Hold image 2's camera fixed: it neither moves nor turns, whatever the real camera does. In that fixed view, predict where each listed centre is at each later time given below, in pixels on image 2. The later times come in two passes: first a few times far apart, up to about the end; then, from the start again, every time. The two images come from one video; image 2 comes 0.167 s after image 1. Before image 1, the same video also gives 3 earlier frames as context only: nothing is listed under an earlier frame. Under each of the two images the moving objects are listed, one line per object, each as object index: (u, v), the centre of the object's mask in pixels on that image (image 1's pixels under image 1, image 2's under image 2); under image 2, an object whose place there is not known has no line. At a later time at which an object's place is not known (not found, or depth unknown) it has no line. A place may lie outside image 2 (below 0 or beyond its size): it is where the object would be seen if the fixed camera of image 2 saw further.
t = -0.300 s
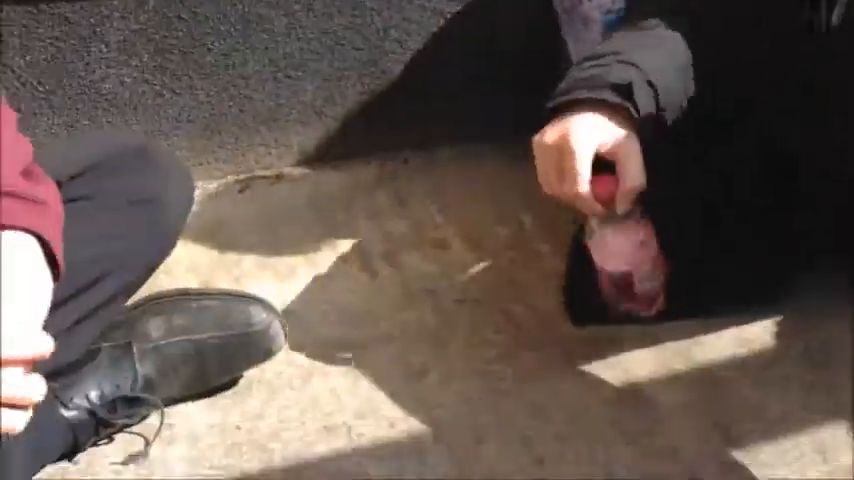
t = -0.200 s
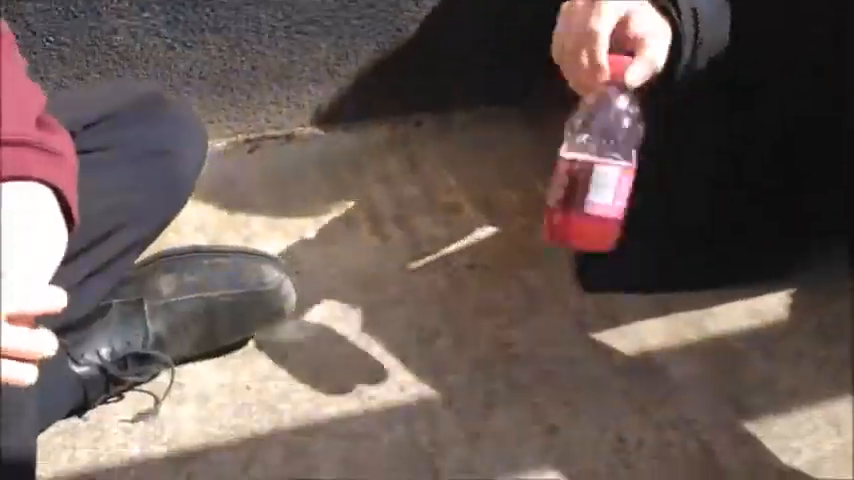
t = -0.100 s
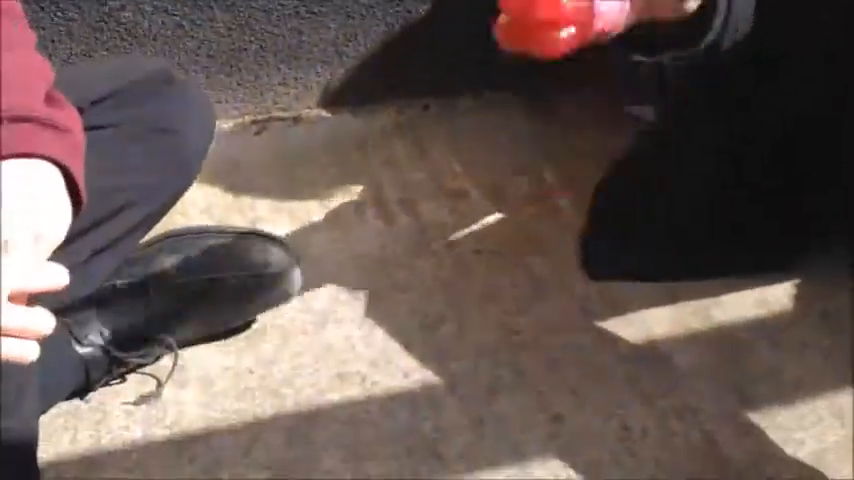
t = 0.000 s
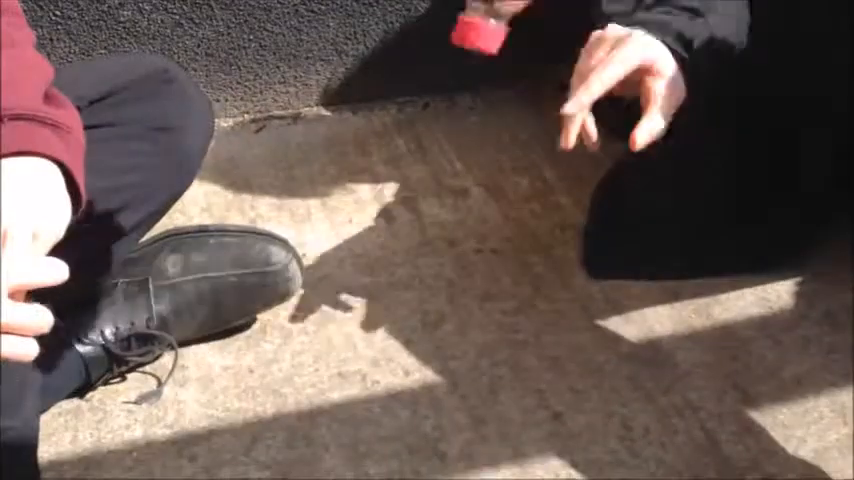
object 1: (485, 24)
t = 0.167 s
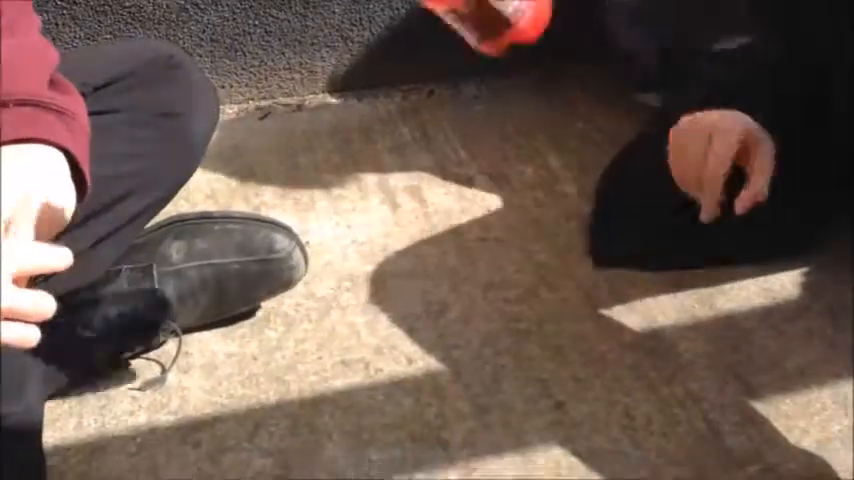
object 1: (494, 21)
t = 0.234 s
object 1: (427, 136)
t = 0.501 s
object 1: (385, 411)
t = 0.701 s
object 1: (397, 409)
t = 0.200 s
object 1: (455, 69)
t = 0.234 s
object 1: (427, 136)
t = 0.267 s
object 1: (418, 249)
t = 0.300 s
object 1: (409, 371)
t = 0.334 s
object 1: (408, 396)
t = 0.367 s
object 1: (407, 401)
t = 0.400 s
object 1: (403, 402)
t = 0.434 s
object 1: (395, 406)
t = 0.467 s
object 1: (388, 409)
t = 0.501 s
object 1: (385, 411)
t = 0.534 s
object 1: (385, 411)
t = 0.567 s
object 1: (387, 411)
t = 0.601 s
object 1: (395, 410)
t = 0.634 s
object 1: (398, 409)
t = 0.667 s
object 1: (398, 409)
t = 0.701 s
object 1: (397, 409)
